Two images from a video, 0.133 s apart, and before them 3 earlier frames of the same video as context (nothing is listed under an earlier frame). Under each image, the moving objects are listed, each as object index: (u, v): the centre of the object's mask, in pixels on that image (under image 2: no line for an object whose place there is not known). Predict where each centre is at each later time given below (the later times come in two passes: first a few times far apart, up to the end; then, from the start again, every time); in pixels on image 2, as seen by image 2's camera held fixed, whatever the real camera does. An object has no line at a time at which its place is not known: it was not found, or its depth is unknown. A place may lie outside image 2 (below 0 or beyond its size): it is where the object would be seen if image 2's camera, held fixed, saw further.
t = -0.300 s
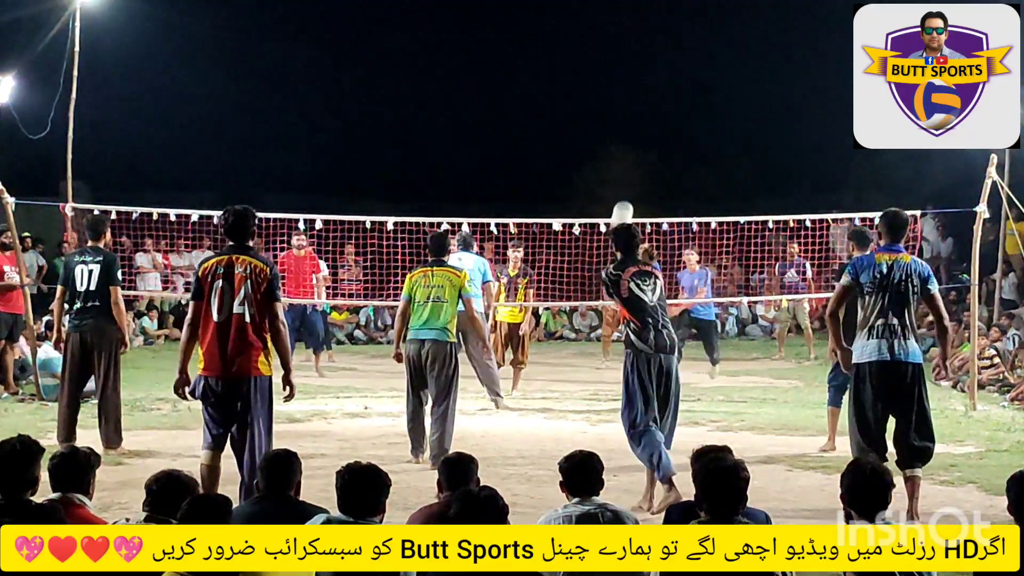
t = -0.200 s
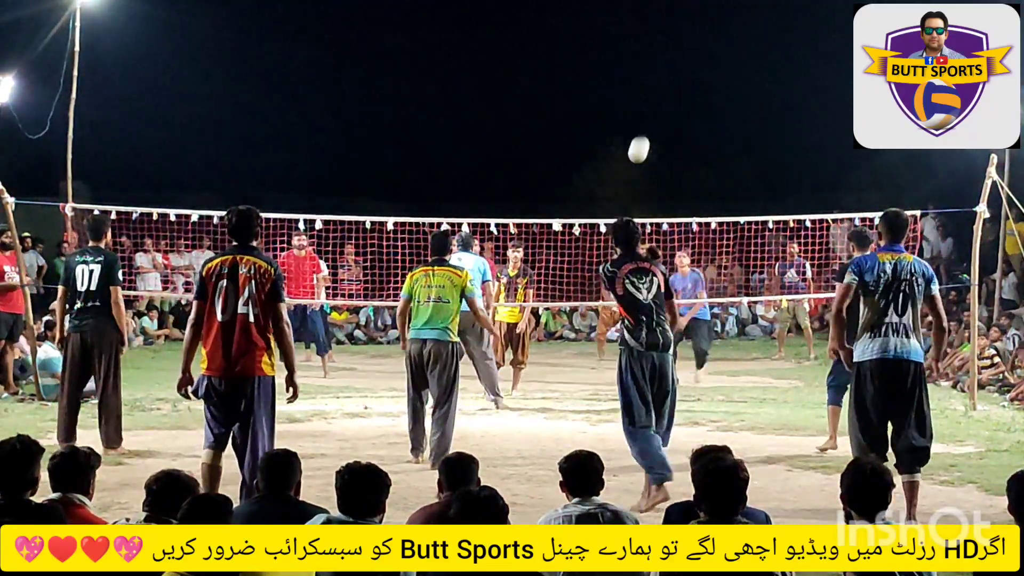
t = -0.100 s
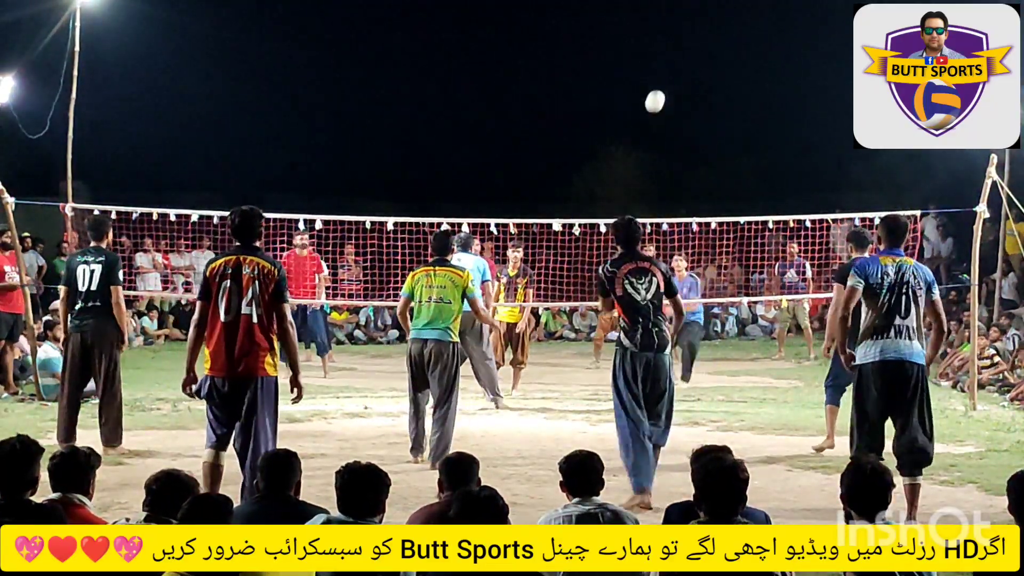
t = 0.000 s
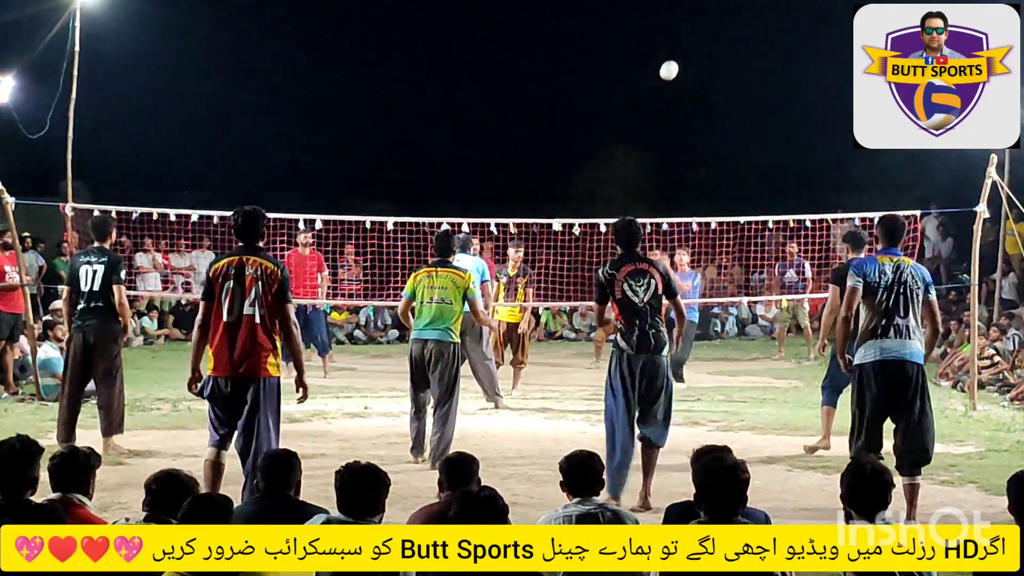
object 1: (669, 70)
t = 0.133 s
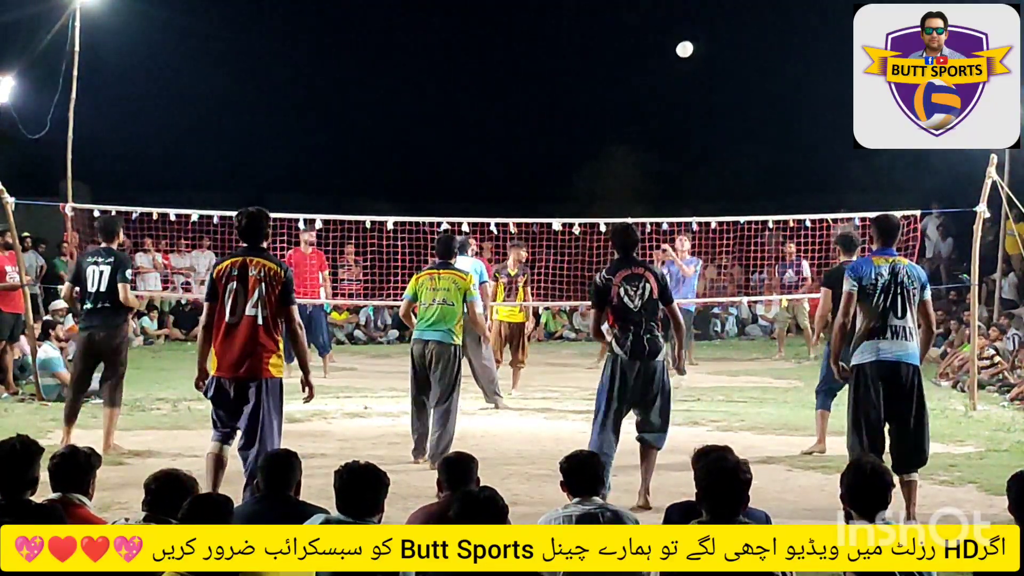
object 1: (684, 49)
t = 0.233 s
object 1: (694, 46)
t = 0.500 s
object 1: (713, 77)
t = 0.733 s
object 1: (727, 141)
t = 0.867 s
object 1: (733, 192)
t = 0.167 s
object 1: (688, 47)
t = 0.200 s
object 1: (691, 46)
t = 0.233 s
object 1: (694, 46)
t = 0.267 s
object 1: (697, 47)
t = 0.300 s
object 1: (700, 49)
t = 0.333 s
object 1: (702, 52)
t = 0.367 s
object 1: (705, 56)
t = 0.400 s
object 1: (707, 60)
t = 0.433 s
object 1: (709, 65)
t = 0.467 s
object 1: (711, 71)
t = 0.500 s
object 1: (713, 77)
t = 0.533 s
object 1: (715, 85)
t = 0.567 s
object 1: (717, 92)
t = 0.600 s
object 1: (719, 101)
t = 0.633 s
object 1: (722, 110)
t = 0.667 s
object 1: (723, 120)
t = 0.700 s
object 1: (725, 130)
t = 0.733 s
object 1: (727, 141)
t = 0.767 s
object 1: (729, 153)
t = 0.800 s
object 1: (730, 166)
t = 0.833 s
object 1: (732, 178)
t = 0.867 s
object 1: (733, 192)
